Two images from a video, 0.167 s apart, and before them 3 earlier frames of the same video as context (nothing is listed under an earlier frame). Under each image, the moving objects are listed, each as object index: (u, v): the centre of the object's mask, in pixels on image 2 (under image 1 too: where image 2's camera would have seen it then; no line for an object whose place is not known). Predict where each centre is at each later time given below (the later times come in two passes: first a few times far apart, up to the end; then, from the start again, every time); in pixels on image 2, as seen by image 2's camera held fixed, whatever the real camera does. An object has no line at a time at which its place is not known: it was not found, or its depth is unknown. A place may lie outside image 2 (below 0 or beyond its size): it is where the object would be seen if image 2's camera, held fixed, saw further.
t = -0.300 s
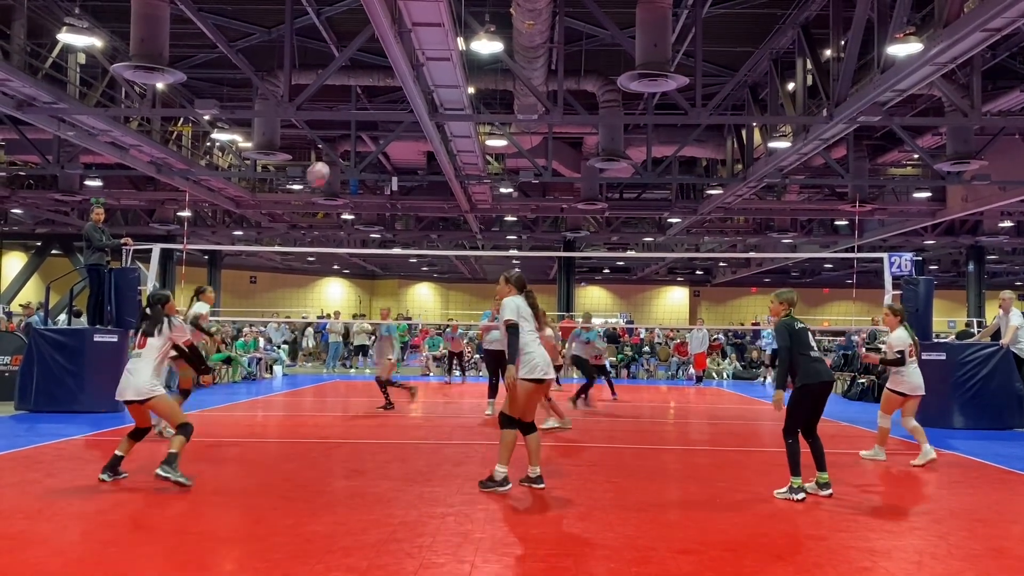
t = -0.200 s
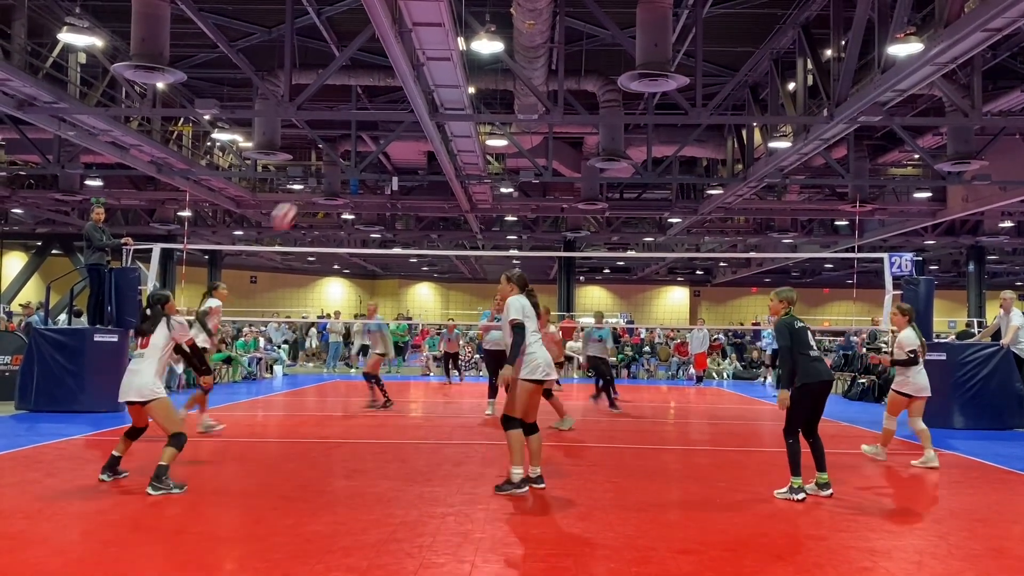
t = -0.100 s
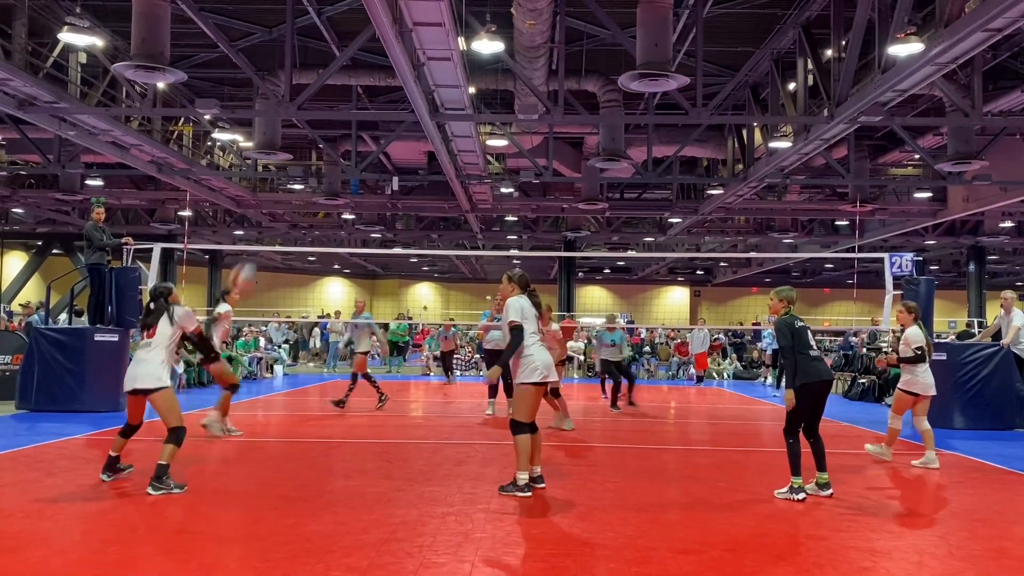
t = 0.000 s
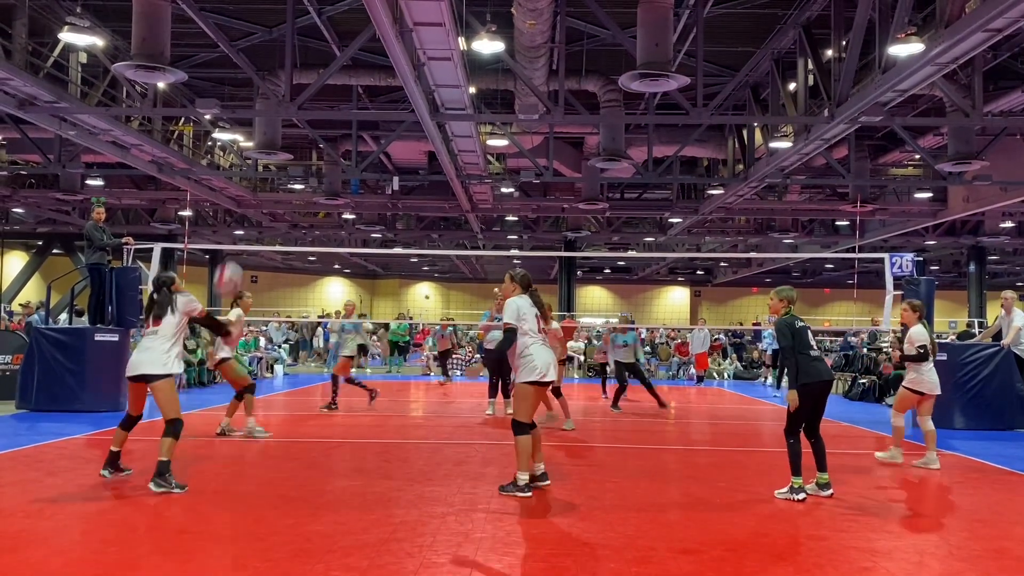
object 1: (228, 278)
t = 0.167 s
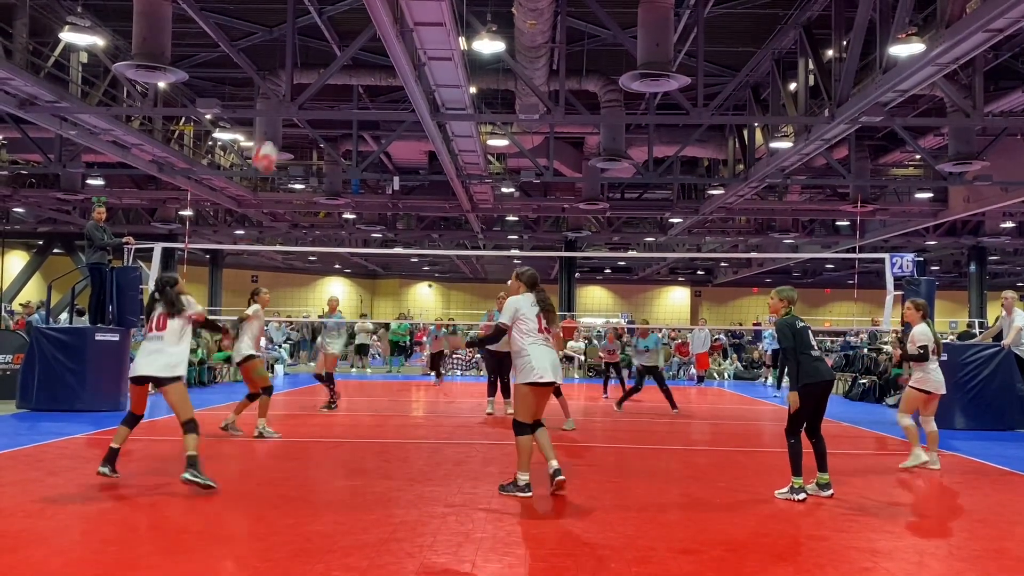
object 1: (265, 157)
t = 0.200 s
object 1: (271, 137)
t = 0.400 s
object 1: (306, 59)
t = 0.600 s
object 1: (335, 31)
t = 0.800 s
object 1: (360, 41)
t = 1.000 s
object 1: (382, 86)
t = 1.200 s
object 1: (401, 161)
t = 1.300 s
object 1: (409, 207)
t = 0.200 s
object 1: (271, 137)
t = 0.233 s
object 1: (278, 121)
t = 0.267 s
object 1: (284, 106)
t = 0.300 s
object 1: (289, 92)
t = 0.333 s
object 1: (294, 79)
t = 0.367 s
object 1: (300, 69)
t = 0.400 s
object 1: (306, 59)
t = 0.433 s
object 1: (310, 52)
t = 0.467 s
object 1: (316, 45)
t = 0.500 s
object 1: (321, 39)
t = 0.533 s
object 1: (326, 35)
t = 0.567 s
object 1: (330, 32)
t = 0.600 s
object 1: (335, 31)
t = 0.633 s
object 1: (340, 30)
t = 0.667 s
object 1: (344, 30)
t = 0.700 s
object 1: (348, 32)
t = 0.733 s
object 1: (353, 34)
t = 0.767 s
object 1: (356, 37)
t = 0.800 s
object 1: (360, 41)
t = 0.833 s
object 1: (364, 47)
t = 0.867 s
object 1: (368, 53)
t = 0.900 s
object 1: (372, 61)
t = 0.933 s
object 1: (375, 69)
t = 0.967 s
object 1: (379, 77)
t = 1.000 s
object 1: (382, 86)
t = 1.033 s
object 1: (386, 97)
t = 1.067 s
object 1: (389, 108)
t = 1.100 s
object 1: (392, 120)
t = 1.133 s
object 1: (395, 133)
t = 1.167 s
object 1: (397, 145)
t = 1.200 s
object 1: (401, 161)
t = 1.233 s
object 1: (404, 175)
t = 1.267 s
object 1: (407, 192)
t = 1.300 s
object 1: (409, 207)
